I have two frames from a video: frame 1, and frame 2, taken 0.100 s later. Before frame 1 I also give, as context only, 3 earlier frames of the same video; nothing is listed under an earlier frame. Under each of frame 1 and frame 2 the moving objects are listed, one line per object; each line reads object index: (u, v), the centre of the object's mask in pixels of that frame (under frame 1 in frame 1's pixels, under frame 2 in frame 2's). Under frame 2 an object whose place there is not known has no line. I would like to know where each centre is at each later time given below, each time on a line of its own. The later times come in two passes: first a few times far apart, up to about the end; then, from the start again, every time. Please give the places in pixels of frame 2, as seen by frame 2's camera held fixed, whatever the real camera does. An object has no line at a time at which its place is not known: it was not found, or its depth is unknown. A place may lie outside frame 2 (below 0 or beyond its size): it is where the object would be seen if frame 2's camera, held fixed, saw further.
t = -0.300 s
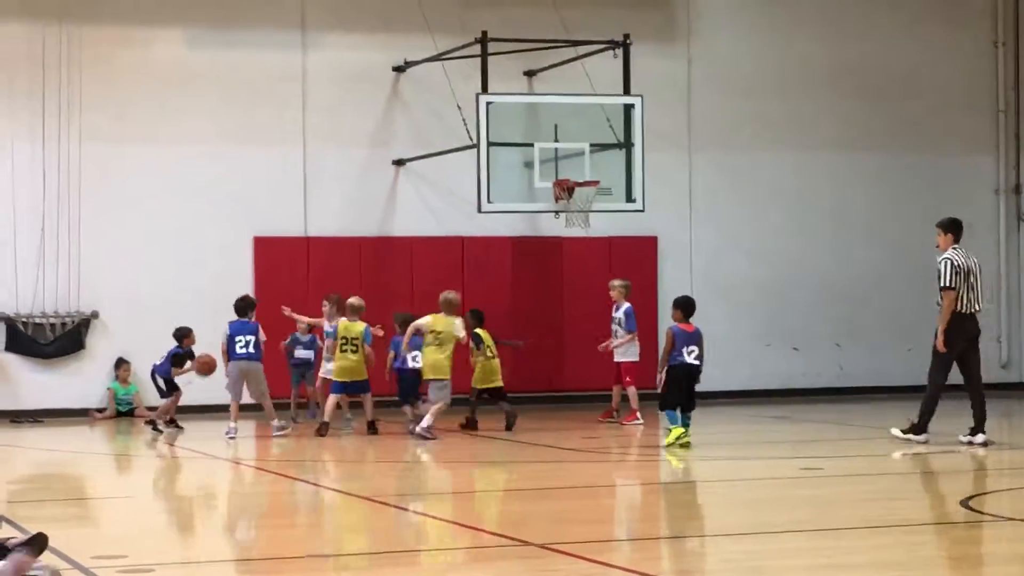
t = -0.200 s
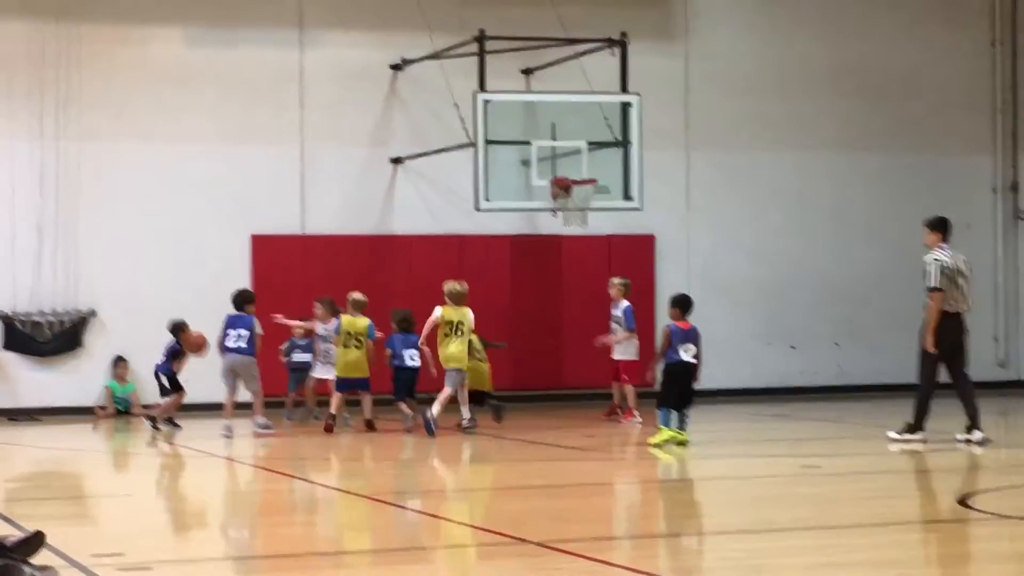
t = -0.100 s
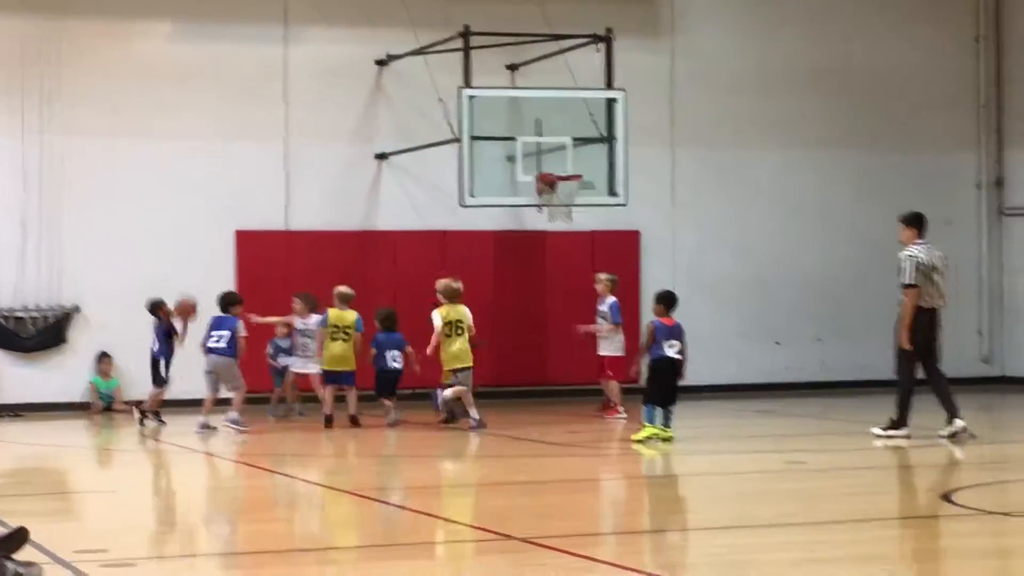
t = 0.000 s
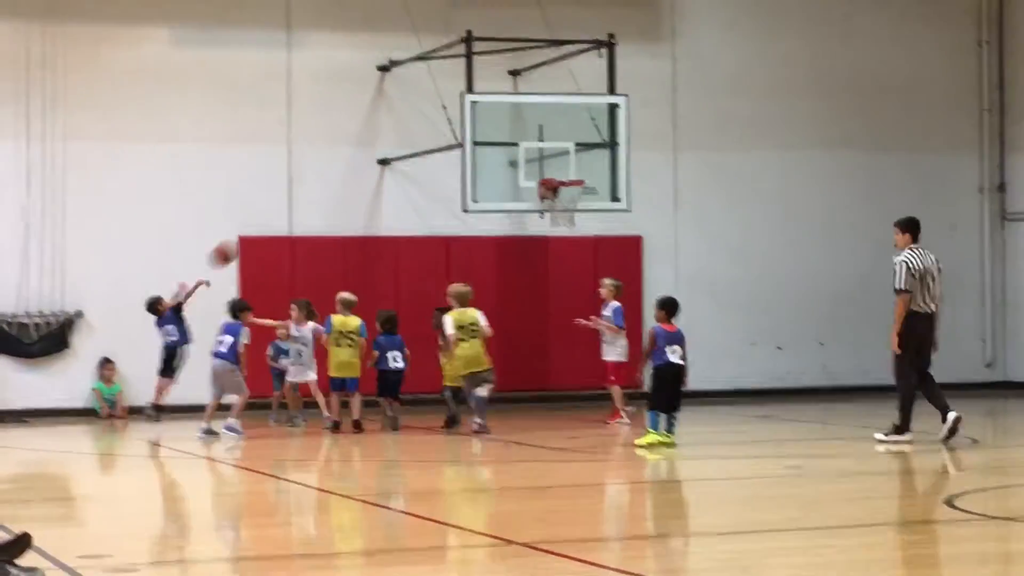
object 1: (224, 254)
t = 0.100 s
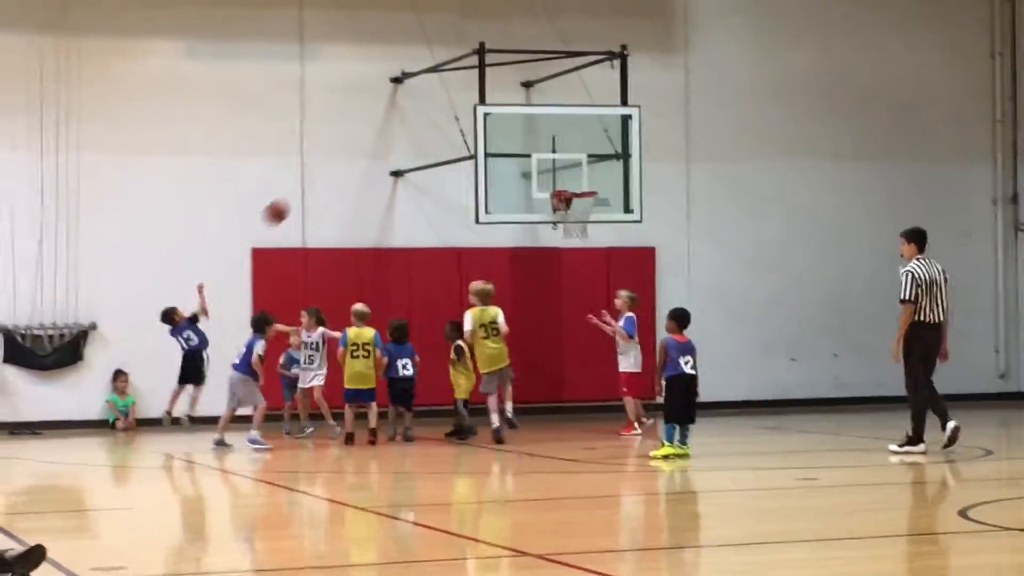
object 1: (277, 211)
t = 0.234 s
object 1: (328, 158)
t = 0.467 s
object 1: (414, 110)
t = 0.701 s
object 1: (498, 116)
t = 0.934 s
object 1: (576, 174)
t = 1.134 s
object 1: (619, 215)
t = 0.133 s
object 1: (289, 196)
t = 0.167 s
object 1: (302, 183)
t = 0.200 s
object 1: (315, 169)
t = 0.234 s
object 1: (328, 158)
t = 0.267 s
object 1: (341, 147)
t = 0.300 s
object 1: (354, 137)
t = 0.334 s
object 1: (366, 129)
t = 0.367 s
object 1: (378, 123)
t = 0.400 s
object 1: (390, 117)
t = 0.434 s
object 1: (403, 113)
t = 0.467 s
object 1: (414, 110)
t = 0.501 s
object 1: (426, 107)
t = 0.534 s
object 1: (438, 106)
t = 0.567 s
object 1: (451, 106)
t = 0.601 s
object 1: (462, 107)
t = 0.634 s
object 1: (474, 109)
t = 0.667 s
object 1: (486, 113)
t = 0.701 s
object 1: (498, 116)
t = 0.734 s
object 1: (509, 122)
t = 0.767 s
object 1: (521, 128)
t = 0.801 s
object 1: (532, 135)
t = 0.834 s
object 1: (542, 143)
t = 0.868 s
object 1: (554, 153)
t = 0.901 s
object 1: (566, 164)
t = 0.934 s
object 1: (576, 174)
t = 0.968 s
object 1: (588, 185)
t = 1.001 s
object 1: (596, 192)
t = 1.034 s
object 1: (603, 199)
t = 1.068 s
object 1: (610, 204)
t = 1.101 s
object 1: (615, 209)
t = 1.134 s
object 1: (619, 215)
